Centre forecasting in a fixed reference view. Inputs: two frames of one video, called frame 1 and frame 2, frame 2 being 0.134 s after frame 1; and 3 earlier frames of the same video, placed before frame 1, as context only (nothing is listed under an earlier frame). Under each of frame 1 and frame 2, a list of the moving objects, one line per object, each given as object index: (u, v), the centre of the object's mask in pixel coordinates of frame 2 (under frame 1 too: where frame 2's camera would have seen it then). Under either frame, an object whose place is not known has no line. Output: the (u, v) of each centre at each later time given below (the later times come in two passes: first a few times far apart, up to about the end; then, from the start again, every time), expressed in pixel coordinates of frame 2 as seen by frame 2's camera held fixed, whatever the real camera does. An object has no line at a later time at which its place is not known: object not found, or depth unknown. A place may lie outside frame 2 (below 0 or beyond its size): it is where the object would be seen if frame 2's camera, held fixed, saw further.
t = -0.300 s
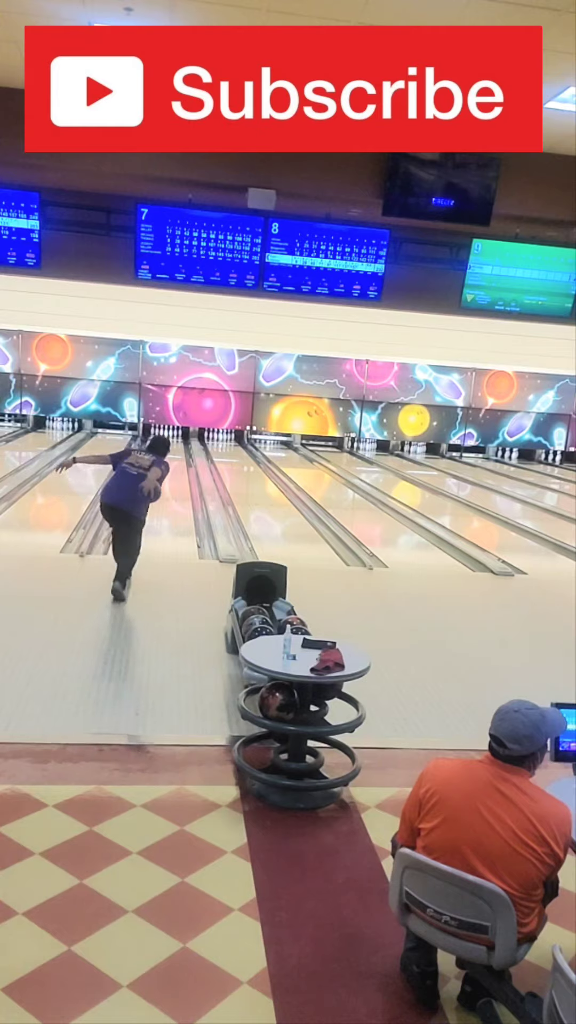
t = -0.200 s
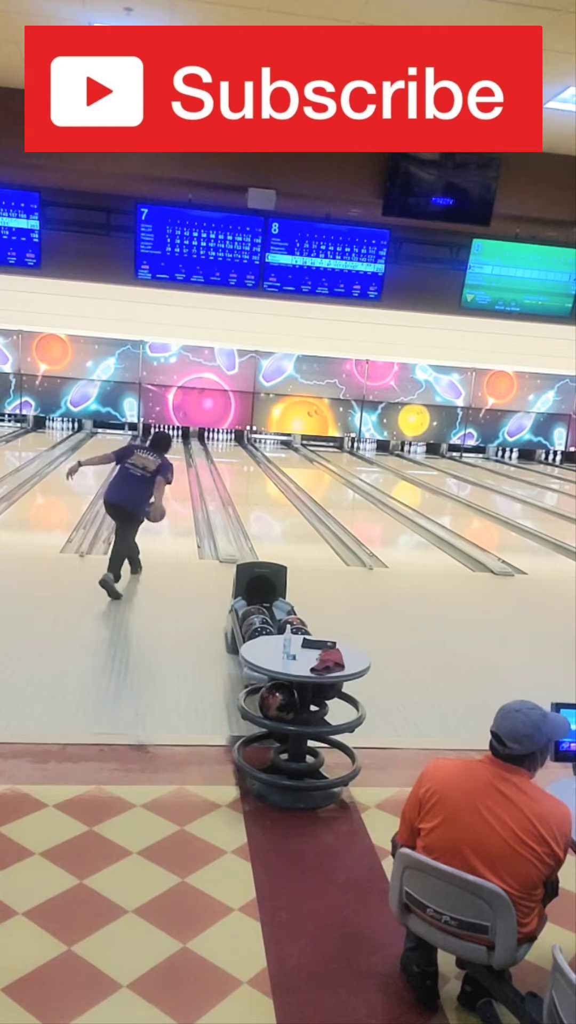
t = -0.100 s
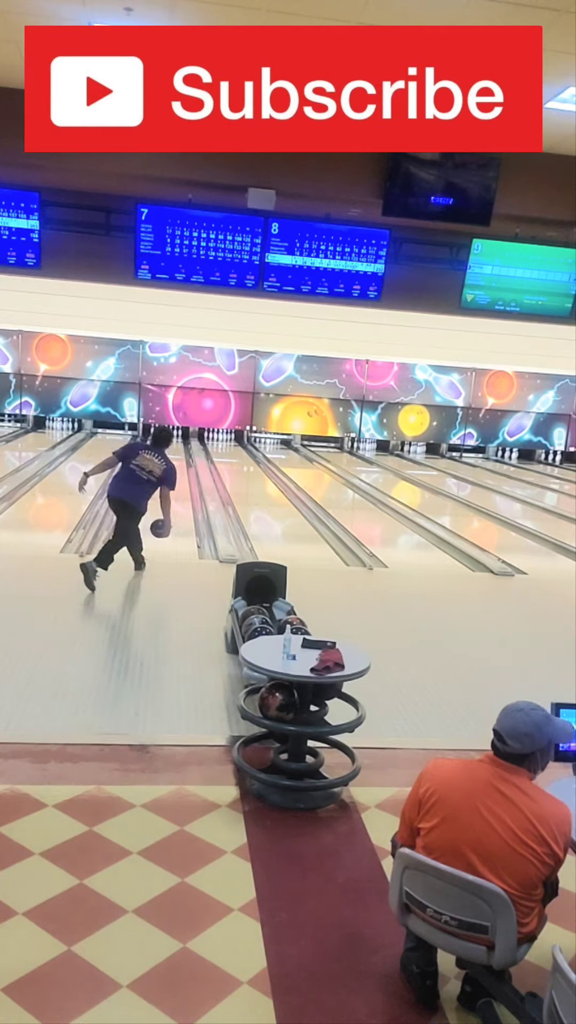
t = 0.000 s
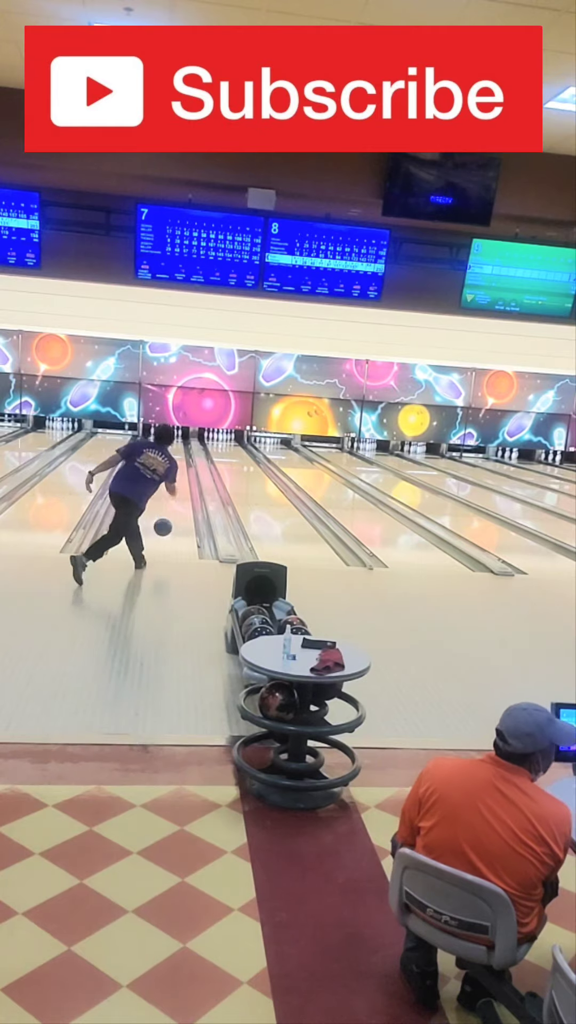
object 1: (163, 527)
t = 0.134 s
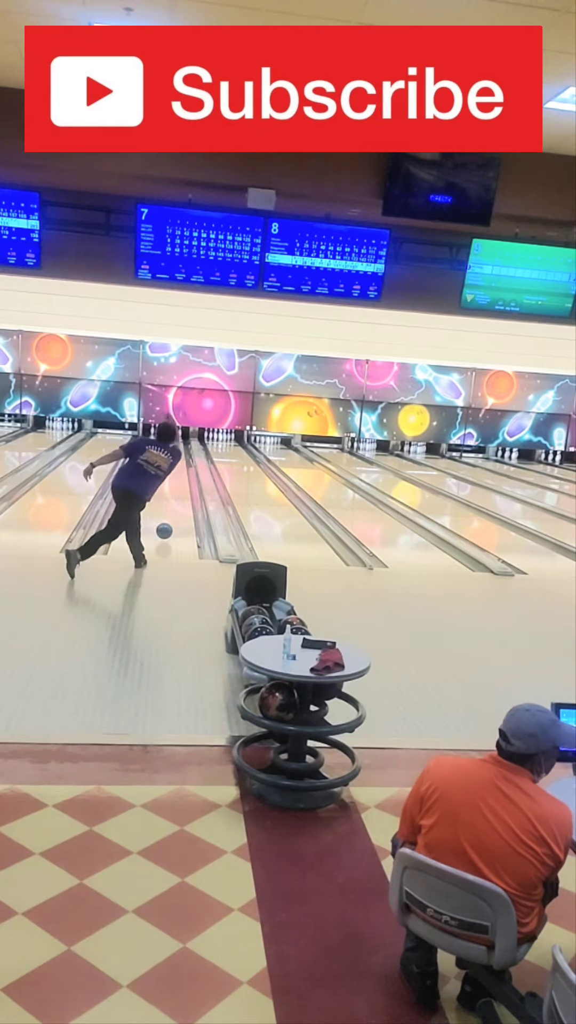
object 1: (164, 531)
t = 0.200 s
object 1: (165, 523)
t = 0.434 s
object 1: (168, 503)
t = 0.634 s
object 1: (170, 490)
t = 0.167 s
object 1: (165, 527)
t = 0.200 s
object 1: (165, 523)
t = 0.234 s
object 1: (166, 519)
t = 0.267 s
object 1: (167, 516)
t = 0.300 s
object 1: (167, 515)
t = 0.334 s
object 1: (167, 512)
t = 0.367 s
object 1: (168, 509)
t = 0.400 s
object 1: (168, 506)
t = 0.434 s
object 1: (168, 503)
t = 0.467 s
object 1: (169, 501)
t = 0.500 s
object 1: (169, 499)
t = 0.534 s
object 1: (169, 496)
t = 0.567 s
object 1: (170, 494)
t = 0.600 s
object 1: (170, 492)
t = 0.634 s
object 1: (170, 490)
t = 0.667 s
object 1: (170, 488)
